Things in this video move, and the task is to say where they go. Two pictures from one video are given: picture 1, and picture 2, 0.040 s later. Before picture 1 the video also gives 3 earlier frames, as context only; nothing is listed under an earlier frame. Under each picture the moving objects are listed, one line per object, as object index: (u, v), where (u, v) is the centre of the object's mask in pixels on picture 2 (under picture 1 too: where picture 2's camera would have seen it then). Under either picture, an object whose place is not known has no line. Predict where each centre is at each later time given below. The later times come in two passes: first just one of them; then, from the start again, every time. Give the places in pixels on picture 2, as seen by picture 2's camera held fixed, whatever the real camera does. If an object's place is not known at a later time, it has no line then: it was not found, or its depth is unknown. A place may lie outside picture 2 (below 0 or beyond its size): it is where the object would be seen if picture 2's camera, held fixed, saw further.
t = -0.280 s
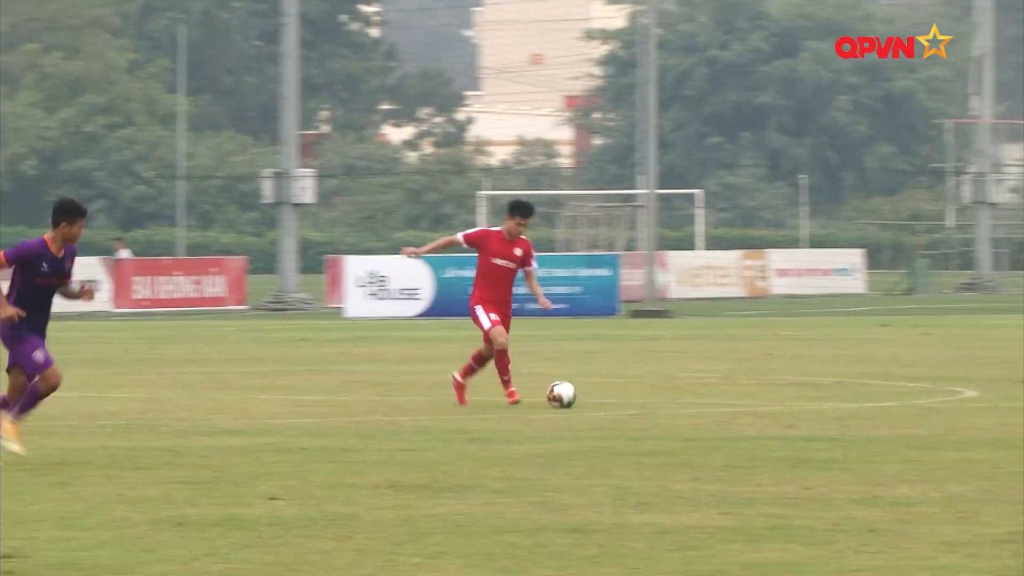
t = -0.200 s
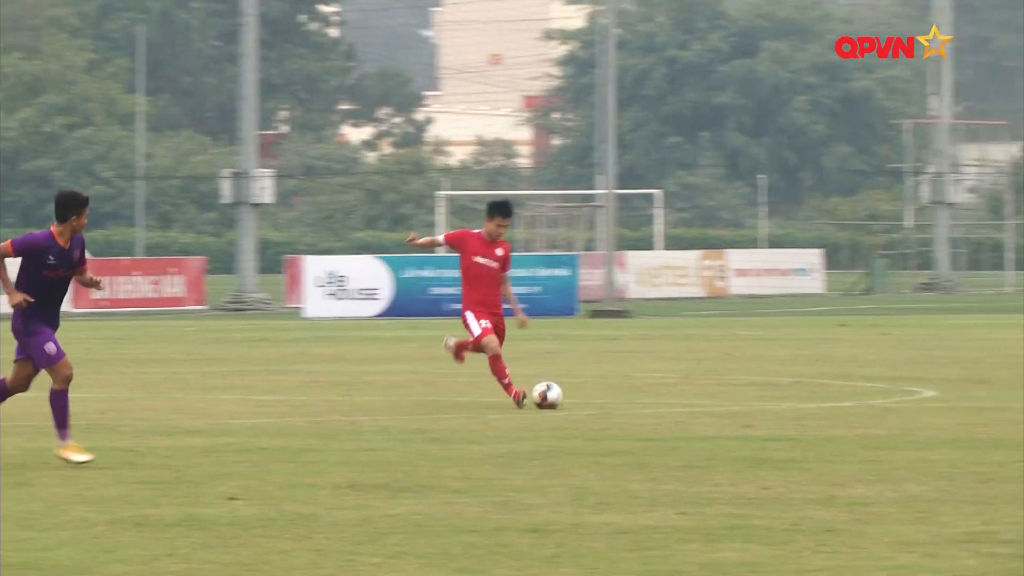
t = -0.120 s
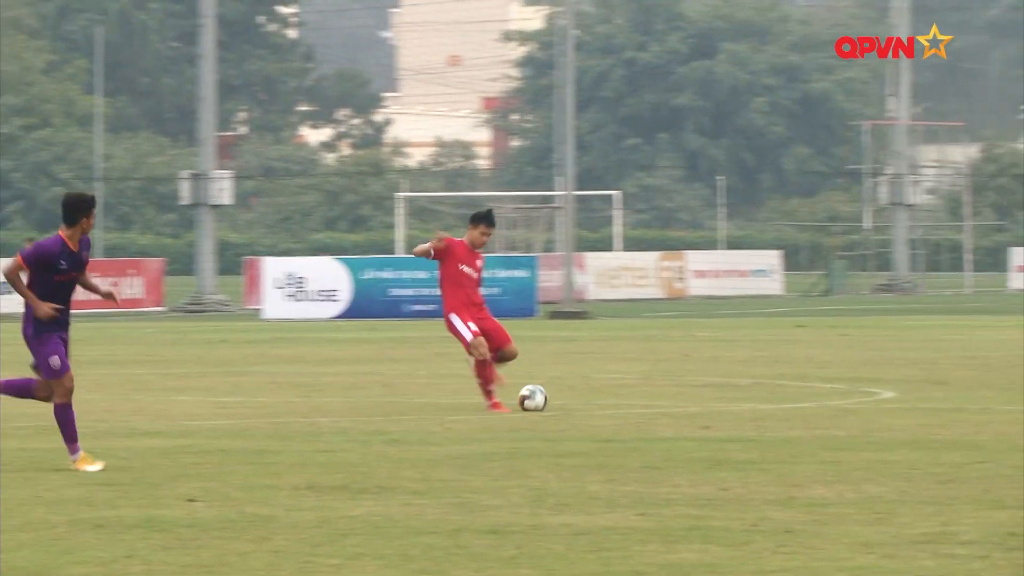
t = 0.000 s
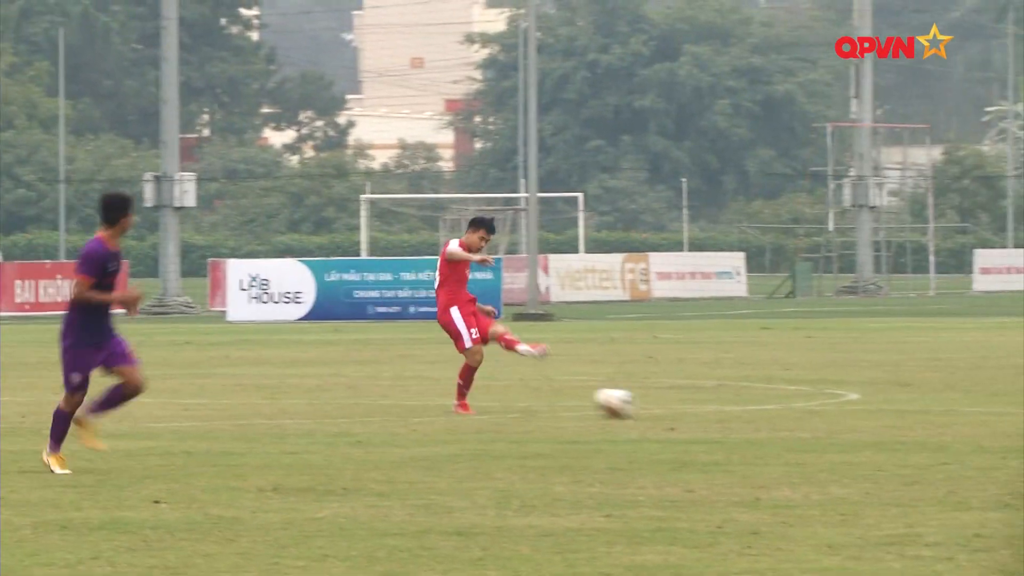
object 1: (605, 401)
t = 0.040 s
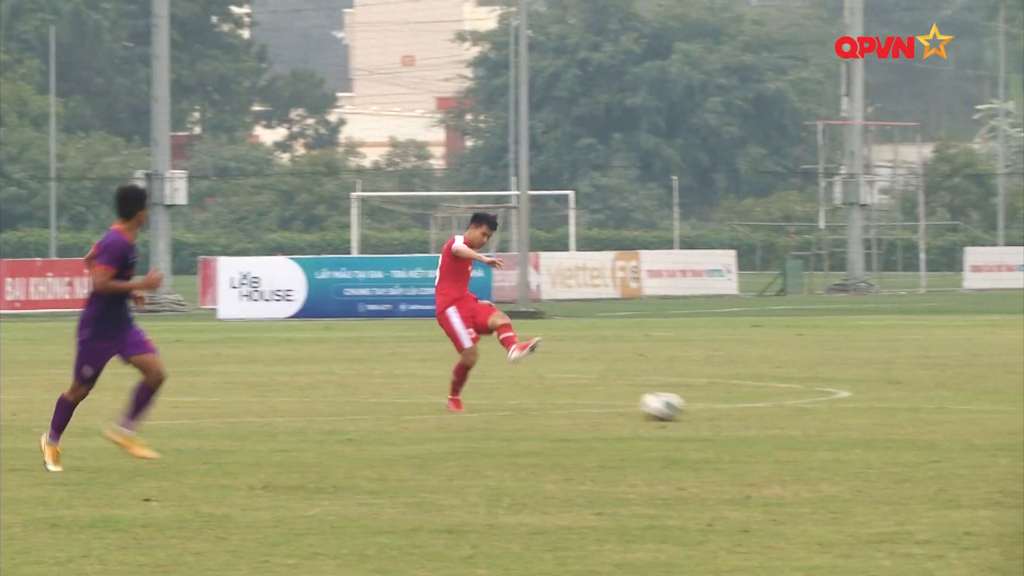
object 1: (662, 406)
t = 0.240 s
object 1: (939, 418)
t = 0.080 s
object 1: (718, 409)
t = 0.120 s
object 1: (773, 410)
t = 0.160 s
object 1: (828, 411)
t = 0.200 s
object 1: (885, 417)
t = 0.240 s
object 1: (939, 418)
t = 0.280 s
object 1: (994, 418)
